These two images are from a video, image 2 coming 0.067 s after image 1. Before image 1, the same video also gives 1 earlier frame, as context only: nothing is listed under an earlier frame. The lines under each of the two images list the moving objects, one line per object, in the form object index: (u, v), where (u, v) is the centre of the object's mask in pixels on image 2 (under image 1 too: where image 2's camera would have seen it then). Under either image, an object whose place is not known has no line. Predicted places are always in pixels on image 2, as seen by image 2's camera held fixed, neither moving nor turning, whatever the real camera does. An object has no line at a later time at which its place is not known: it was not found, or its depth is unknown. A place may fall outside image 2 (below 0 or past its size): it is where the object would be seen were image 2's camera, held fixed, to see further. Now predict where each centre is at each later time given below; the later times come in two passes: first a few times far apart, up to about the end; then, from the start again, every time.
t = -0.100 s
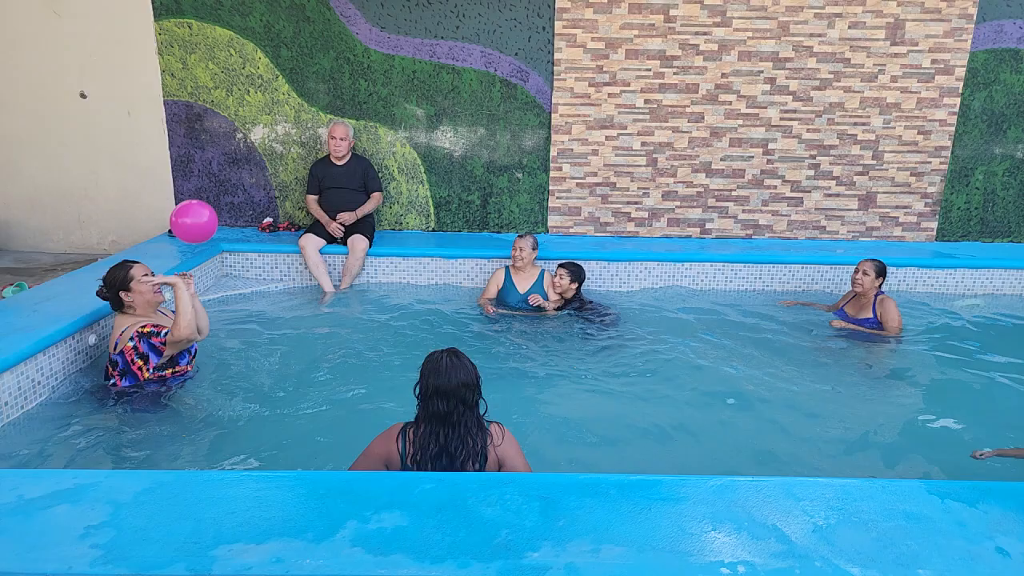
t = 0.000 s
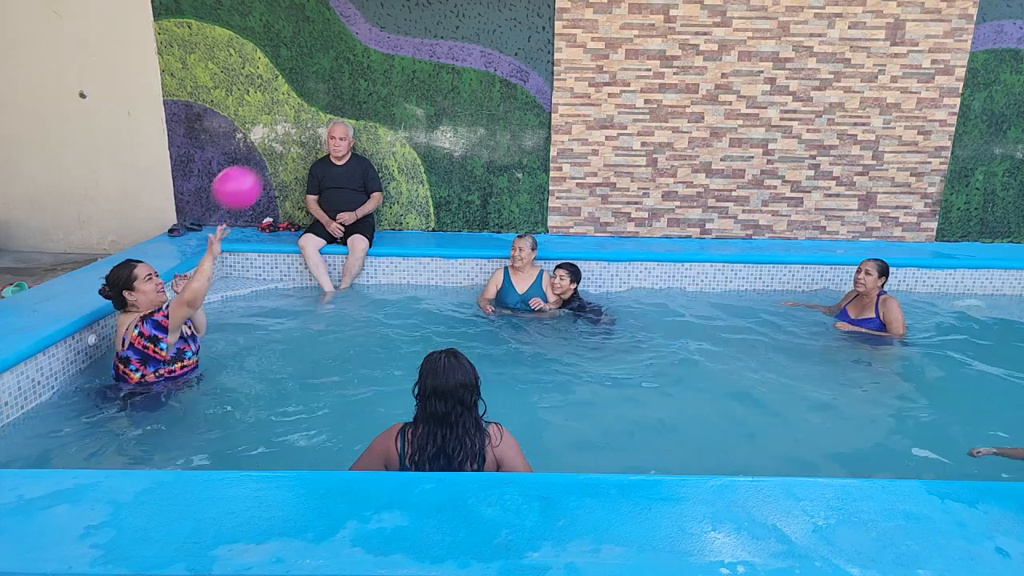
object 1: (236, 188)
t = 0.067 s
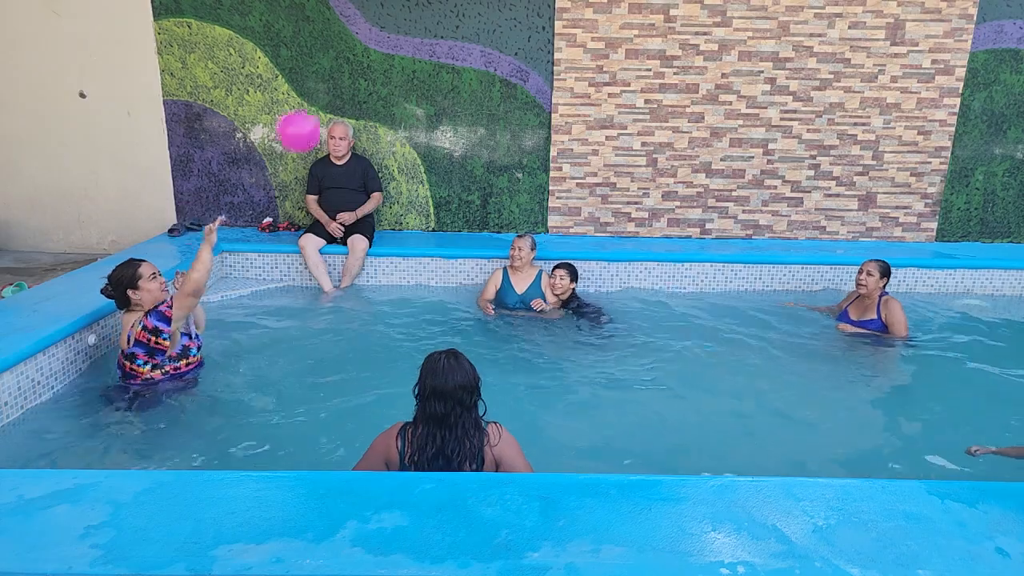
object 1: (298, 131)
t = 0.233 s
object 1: (436, 49)
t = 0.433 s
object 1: (568, 41)
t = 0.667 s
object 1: (682, 110)
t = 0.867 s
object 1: (753, 214)
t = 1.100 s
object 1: (798, 289)
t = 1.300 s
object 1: (820, 280)
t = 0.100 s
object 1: (328, 107)
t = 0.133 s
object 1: (356, 88)
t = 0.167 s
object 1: (384, 71)
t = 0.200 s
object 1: (411, 58)
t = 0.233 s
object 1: (436, 49)
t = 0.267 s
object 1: (460, 43)
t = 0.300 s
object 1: (484, 38)
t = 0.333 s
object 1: (506, 36)
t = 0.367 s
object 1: (527, 36)
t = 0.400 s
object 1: (547, 37)
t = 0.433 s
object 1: (568, 41)
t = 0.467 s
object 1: (586, 46)
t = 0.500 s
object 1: (604, 53)
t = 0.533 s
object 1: (621, 61)
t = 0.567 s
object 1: (637, 72)
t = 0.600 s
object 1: (653, 83)
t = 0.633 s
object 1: (668, 97)
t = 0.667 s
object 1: (682, 110)
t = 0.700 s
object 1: (695, 126)
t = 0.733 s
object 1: (708, 142)
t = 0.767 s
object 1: (720, 159)
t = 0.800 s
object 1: (732, 177)
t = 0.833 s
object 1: (743, 196)
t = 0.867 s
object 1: (753, 214)
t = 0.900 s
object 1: (764, 234)
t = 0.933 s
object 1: (774, 254)
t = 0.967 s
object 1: (783, 274)
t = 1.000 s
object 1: (792, 287)
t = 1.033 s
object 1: (796, 288)
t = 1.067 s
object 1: (797, 289)
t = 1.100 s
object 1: (798, 289)
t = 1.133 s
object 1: (800, 288)
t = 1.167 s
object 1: (804, 286)
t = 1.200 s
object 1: (808, 284)
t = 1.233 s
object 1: (812, 281)
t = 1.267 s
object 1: (817, 280)
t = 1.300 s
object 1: (820, 280)
